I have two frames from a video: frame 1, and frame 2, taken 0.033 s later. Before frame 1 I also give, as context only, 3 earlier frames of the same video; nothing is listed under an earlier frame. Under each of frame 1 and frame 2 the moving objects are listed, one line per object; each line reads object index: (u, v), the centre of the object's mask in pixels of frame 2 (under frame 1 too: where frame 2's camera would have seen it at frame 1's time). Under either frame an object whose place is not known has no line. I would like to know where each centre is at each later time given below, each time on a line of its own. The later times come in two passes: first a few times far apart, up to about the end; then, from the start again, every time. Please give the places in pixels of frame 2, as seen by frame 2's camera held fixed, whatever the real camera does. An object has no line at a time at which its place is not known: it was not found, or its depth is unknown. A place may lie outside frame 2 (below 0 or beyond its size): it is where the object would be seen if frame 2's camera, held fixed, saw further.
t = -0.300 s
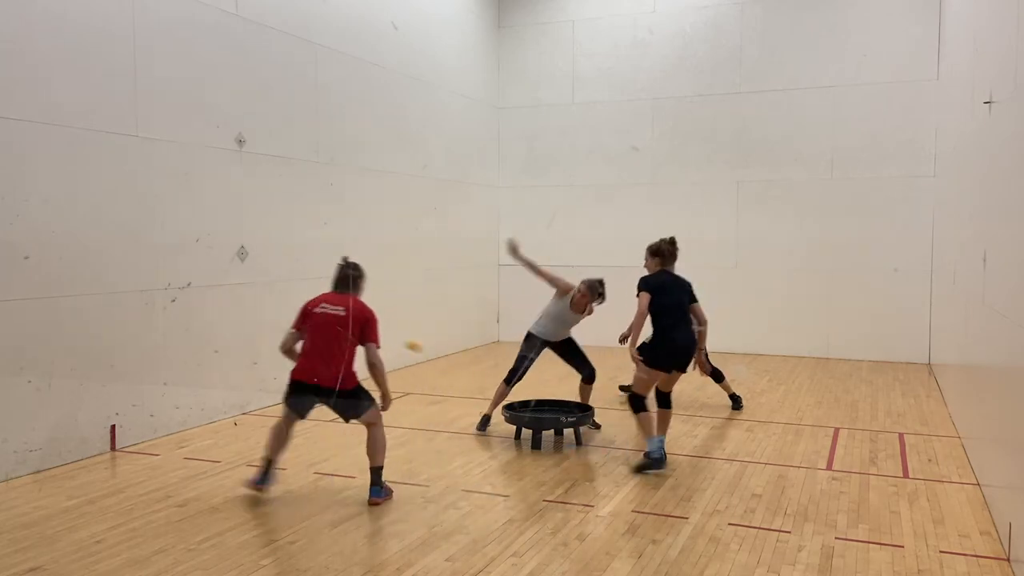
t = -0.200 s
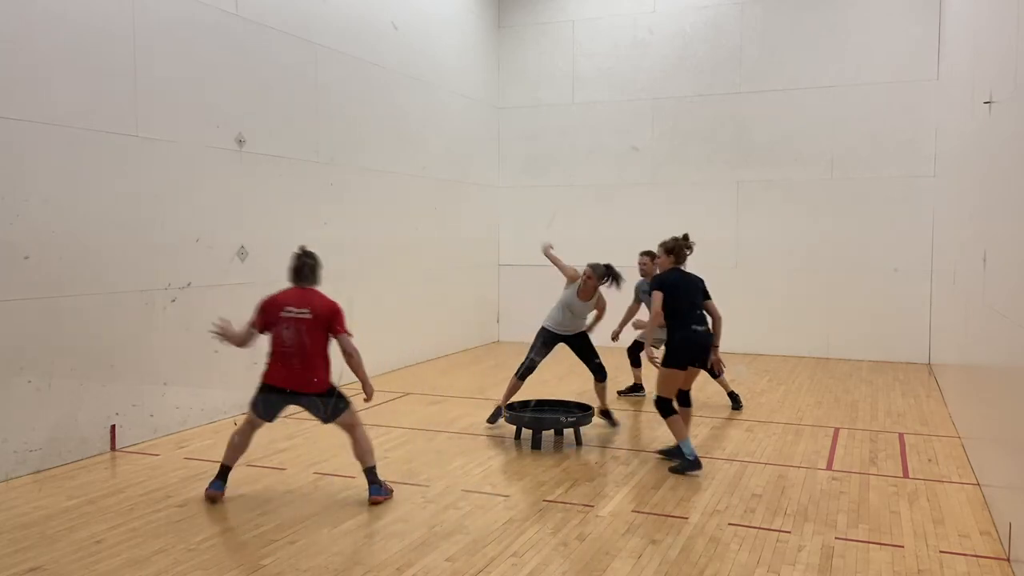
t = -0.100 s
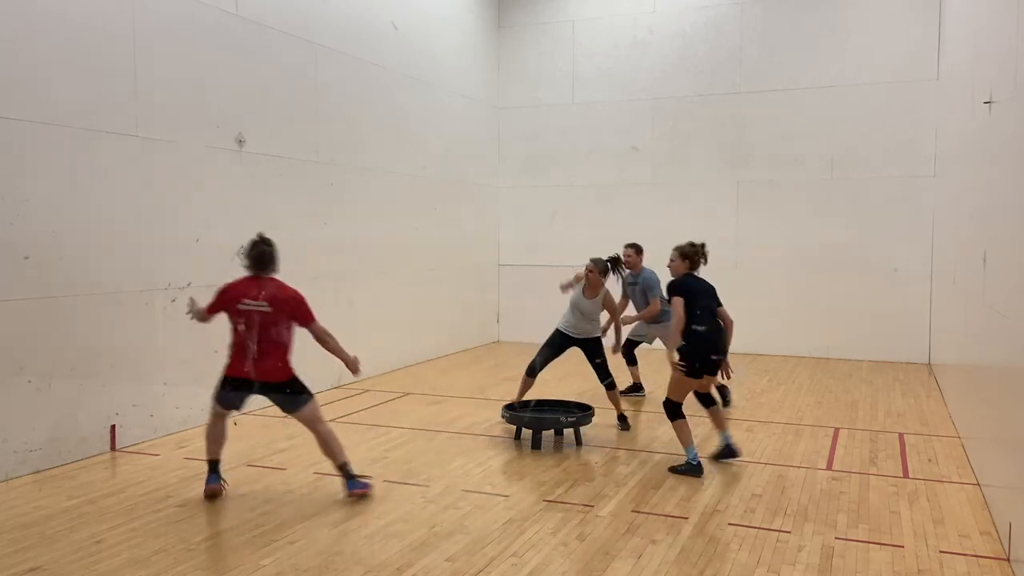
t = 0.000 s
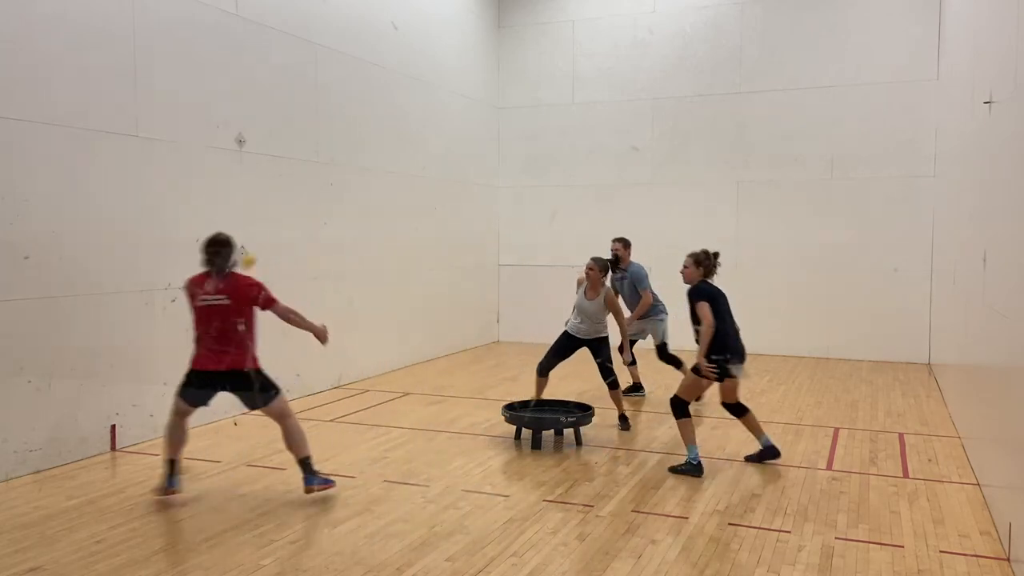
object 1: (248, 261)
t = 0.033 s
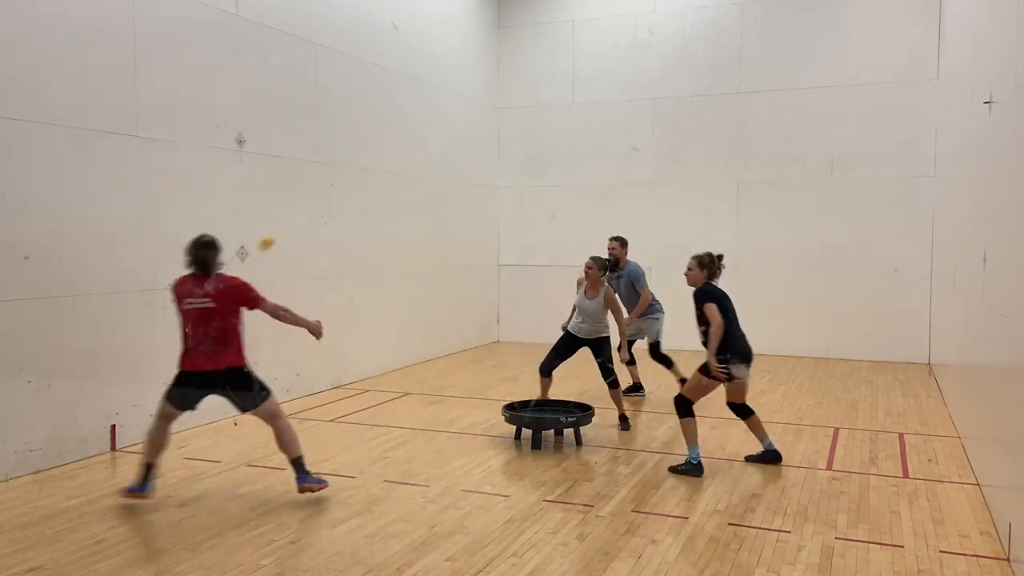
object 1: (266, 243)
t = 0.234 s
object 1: (364, 168)
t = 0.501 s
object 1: (473, 154)
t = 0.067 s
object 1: (283, 226)
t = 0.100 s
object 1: (301, 211)
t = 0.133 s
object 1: (317, 198)
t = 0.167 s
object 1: (333, 186)
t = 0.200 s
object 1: (349, 176)
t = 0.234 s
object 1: (364, 168)
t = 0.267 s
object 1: (380, 161)
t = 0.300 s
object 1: (394, 156)
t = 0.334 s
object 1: (408, 152)
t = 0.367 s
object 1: (422, 150)
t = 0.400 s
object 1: (435, 149)
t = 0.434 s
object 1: (448, 150)
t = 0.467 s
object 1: (461, 151)
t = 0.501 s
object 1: (473, 154)
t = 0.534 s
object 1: (485, 159)
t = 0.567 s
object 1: (497, 164)
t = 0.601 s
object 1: (508, 171)
